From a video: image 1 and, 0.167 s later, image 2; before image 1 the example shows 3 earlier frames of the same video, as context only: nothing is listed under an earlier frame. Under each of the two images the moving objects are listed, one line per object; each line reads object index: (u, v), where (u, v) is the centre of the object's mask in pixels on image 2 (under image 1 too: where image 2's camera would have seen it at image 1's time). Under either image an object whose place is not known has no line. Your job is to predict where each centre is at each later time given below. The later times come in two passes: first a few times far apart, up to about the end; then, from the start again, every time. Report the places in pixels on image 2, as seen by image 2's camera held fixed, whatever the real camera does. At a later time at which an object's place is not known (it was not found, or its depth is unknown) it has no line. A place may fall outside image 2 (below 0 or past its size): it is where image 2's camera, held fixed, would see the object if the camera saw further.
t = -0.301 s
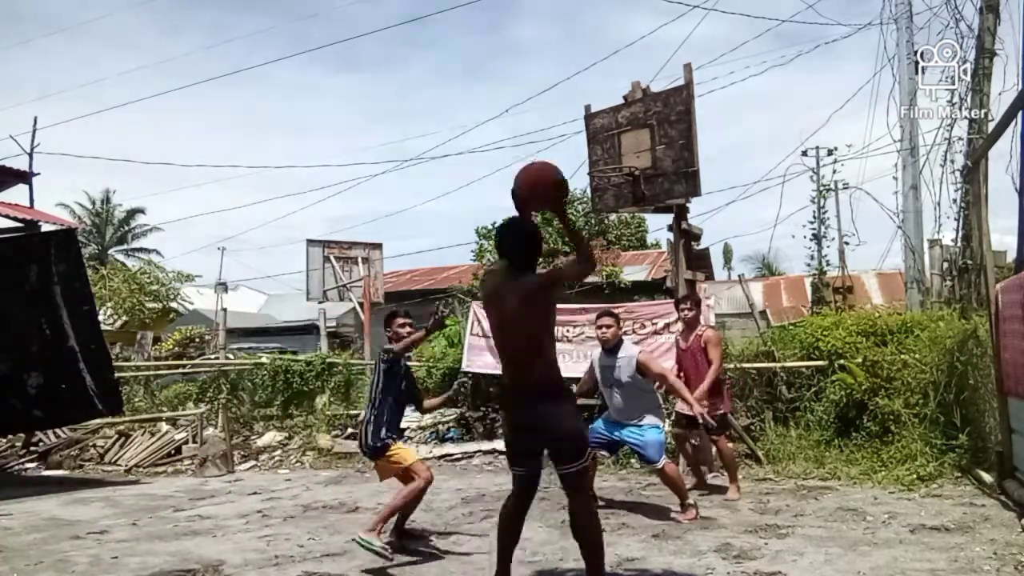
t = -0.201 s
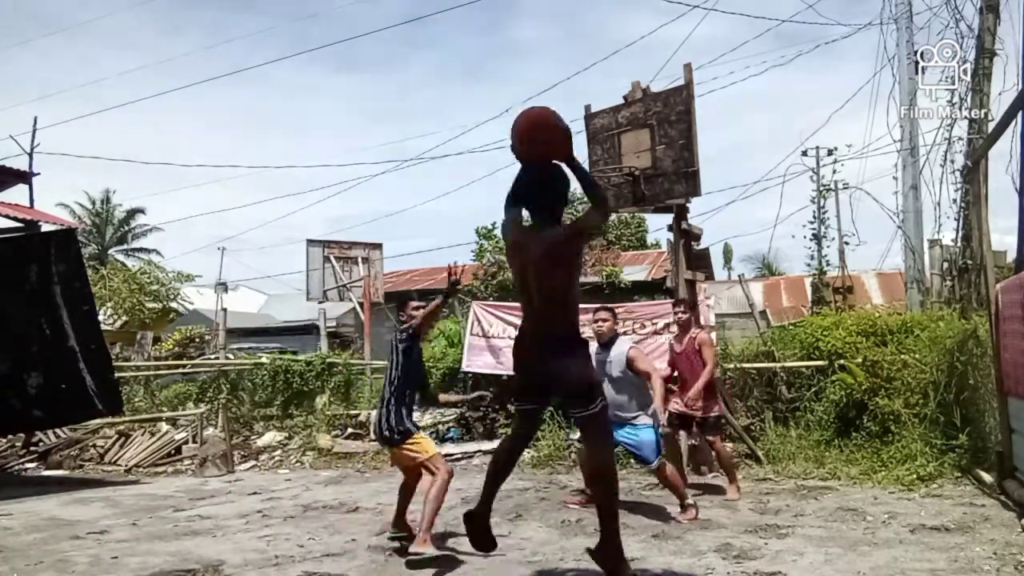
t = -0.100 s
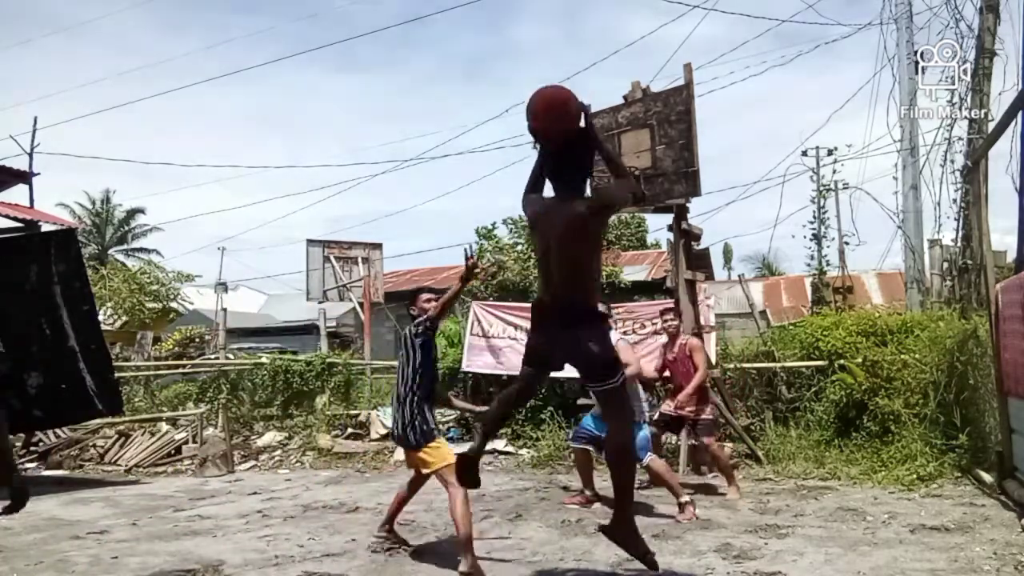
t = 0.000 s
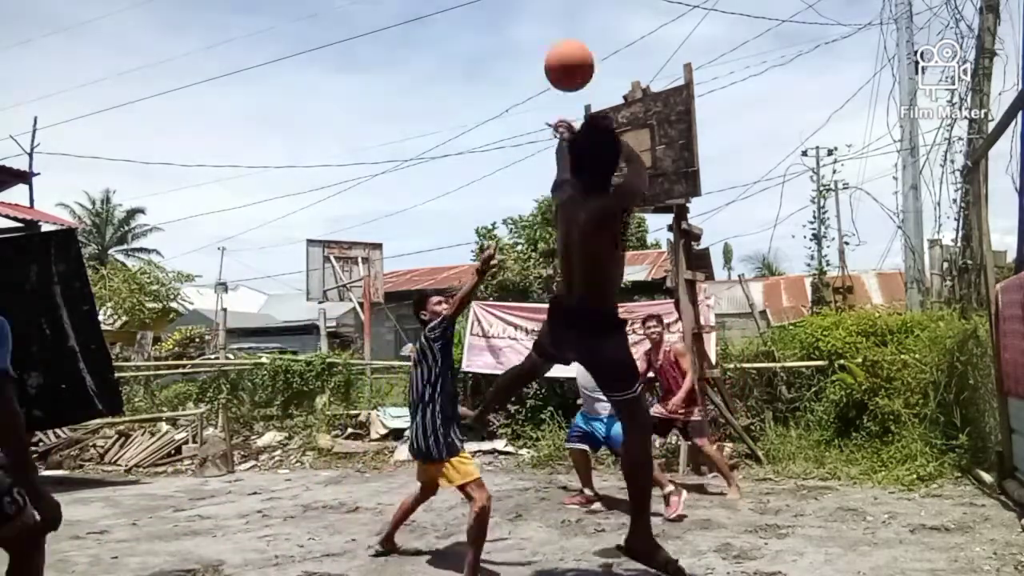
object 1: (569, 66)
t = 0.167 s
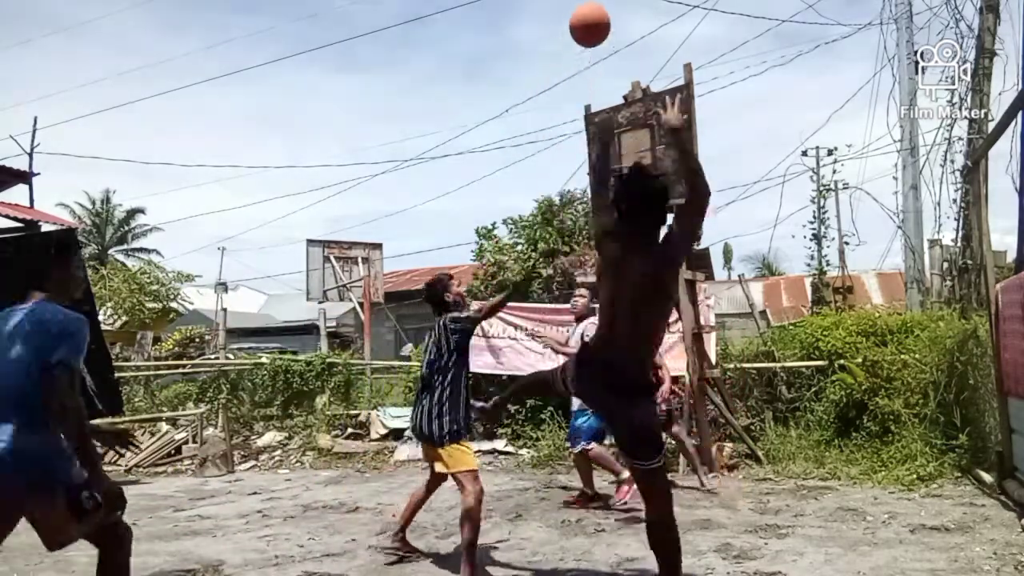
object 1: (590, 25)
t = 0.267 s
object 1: (600, 26)
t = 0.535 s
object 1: (623, 88)
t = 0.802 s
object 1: (633, 134)
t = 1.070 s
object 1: (600, 116)
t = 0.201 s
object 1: (593, 23)
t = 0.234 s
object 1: (597, 24)
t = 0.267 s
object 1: (600, 26)
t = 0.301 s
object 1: (603, 30)
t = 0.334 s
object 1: (606, 35)
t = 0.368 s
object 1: (609, 42)
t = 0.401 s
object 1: (612, 49)
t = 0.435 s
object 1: (614, 57)
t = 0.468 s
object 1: (617, 66)
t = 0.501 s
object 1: (620, 76)
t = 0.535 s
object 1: (623, 88)
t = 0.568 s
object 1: (625, 101)
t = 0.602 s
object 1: (628, 114)
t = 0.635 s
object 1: (630, 126)
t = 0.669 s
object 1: (633, 140)
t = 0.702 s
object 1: (634, 154)
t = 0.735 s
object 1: (634, 149)
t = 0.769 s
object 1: (634, 141)
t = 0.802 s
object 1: (633, 134)
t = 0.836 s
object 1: (632, 128)
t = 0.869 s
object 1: (627, 123)
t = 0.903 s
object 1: (623, 118)
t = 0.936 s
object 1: (617, 116)
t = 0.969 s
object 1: (613, 116)
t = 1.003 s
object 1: (609, 115)
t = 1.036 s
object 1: (605, 114)
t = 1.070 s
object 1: (600, 116)
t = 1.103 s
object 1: (596, 117)
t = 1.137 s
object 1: (591, 122)
